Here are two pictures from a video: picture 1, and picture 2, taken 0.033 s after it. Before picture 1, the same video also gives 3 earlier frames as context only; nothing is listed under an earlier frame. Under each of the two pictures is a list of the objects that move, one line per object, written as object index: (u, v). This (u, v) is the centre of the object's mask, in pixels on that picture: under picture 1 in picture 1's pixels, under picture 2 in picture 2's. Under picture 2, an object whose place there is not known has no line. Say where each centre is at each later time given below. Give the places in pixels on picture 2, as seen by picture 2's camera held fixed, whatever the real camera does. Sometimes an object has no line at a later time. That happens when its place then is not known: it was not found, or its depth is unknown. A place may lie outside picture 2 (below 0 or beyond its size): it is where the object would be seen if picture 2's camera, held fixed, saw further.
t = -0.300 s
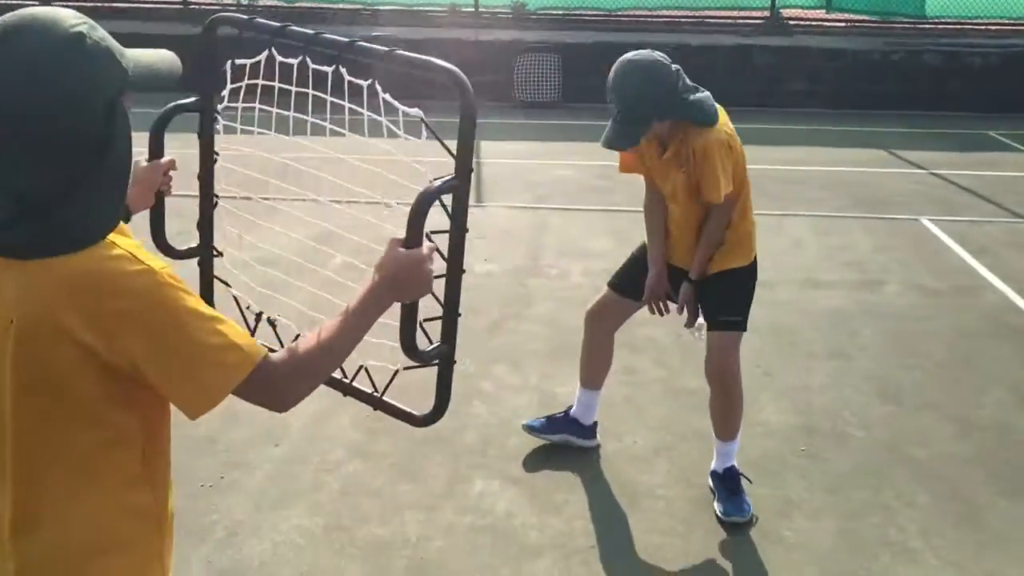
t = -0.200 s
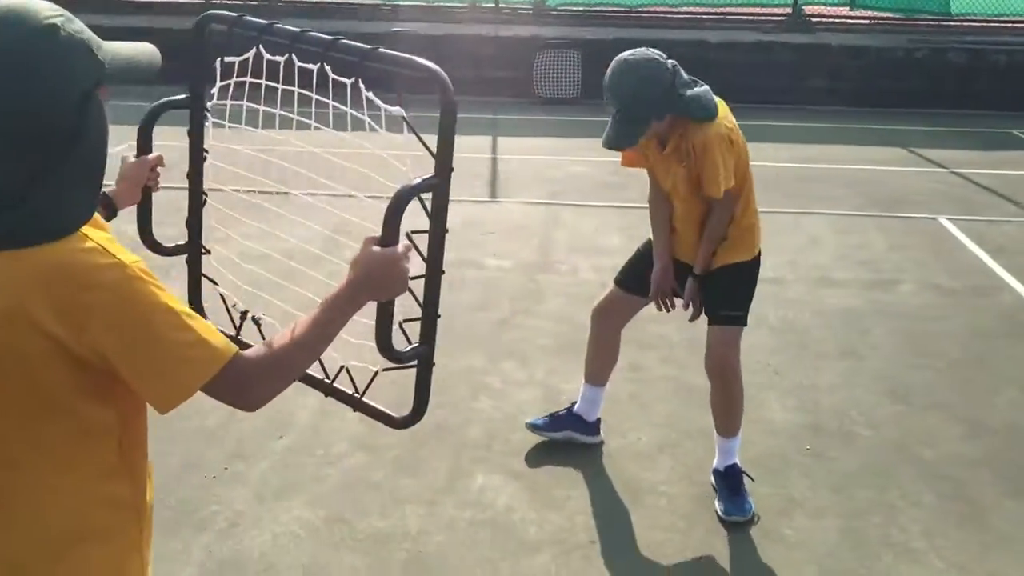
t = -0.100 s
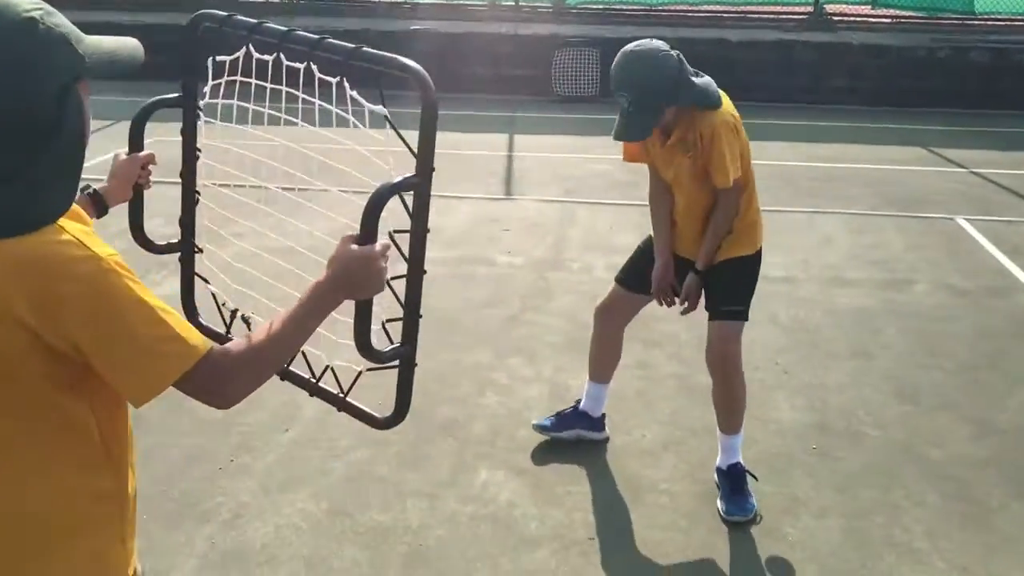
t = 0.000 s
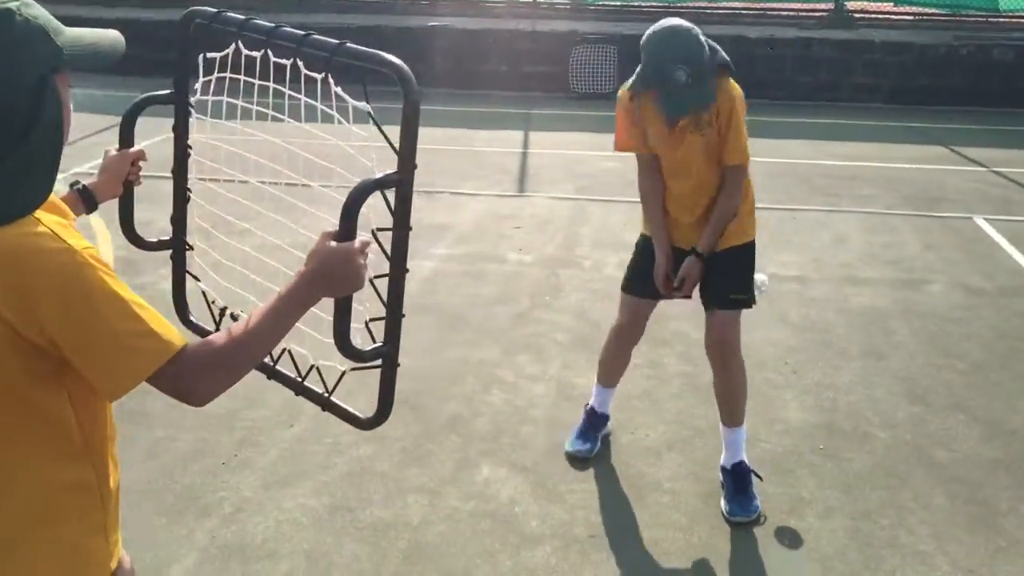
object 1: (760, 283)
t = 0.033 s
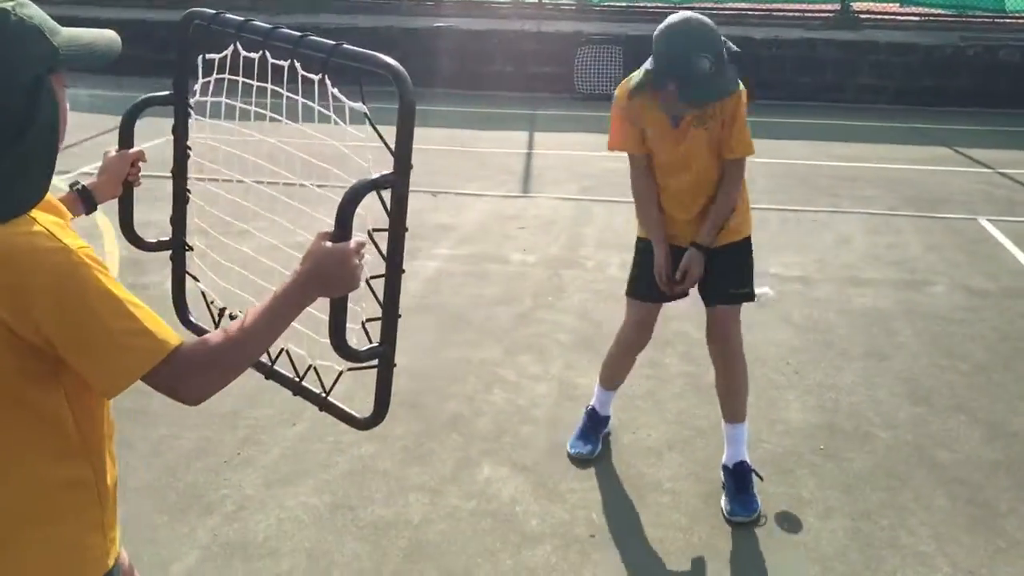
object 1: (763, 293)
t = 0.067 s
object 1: (763, 312)
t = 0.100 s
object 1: (765, 331)
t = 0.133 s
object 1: (767, 351)
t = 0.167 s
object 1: (768, 372)
